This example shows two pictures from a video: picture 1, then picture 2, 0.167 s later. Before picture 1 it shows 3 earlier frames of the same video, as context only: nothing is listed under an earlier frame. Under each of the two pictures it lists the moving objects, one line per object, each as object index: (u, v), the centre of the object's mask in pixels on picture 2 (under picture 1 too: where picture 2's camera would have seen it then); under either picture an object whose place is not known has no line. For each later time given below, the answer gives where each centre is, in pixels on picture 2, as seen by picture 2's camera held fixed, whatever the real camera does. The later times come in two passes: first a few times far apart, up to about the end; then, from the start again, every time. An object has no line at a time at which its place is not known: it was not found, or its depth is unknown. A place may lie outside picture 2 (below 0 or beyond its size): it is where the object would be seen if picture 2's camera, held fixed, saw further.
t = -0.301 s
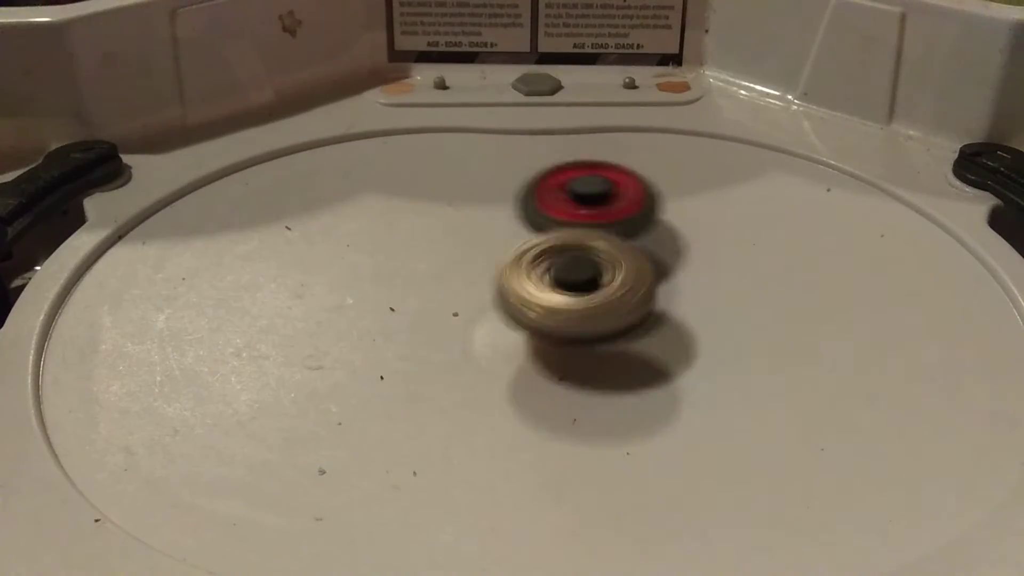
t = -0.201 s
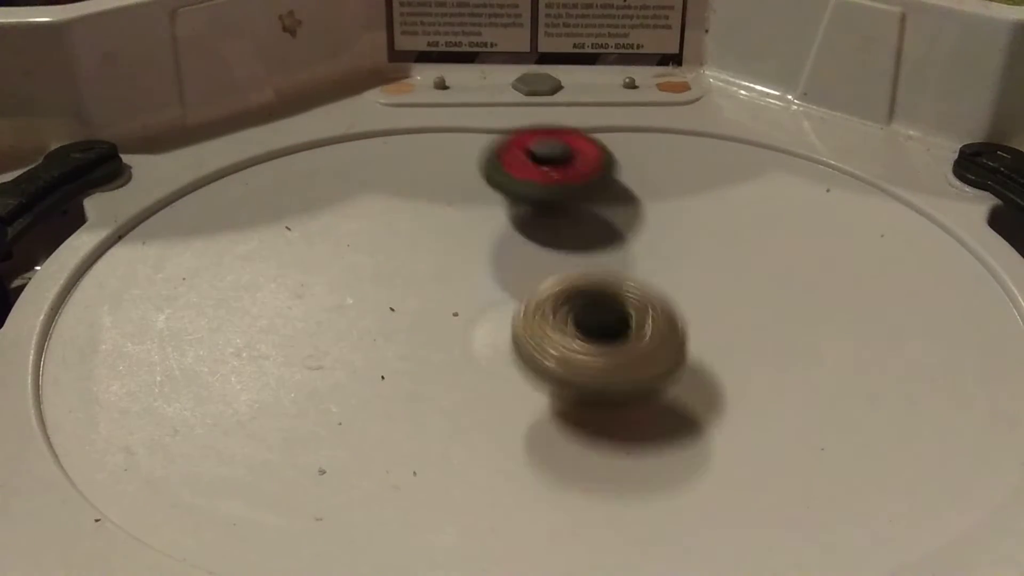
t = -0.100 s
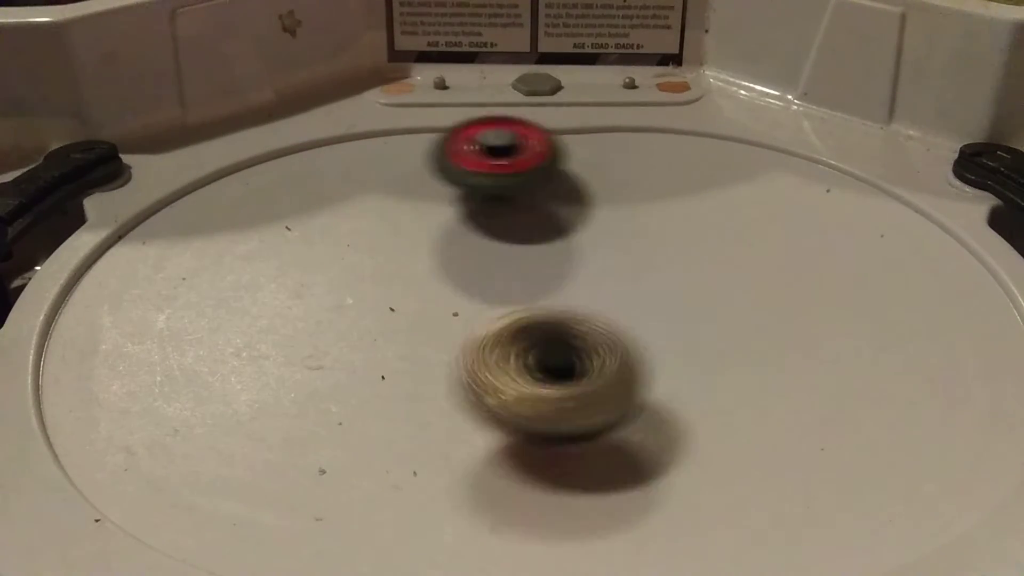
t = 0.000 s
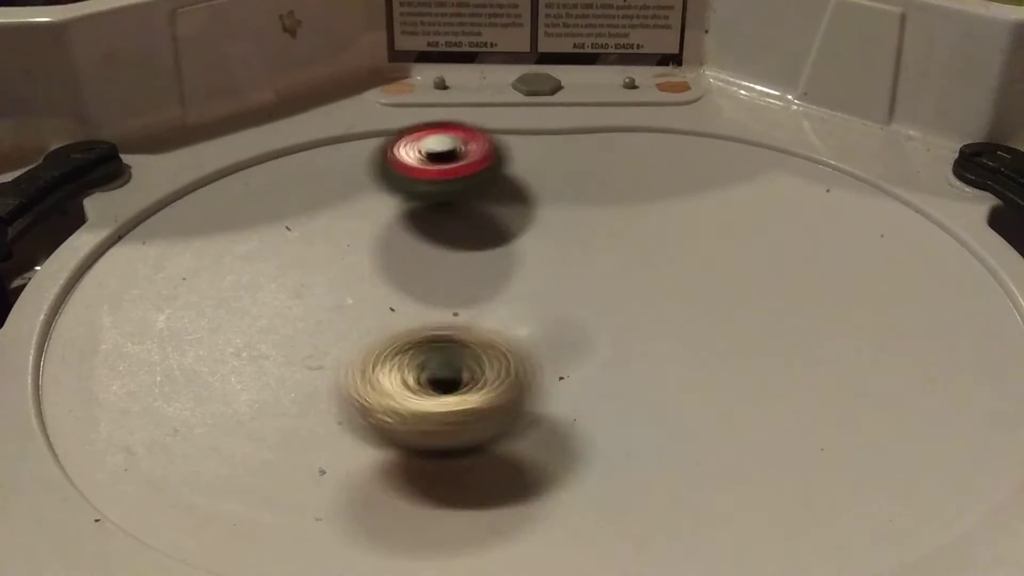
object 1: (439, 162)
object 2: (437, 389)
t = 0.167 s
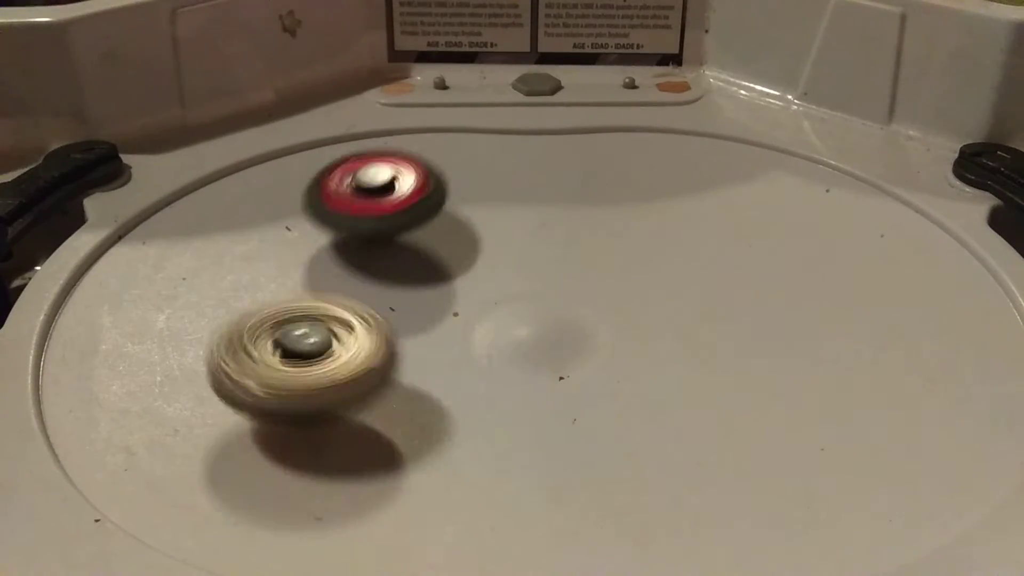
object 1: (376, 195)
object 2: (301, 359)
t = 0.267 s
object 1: (364, 226)
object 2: (299, 314)
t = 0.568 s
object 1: (465, 250)
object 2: (285, 341)
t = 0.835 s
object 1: (592, 262)
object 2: (478, 325)
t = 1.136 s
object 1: (746, 156)
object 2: (140, 469)
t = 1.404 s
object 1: (647, 174)
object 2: (227, 337)
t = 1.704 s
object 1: (700, 236)
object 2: (397, 314)
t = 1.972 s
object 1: (763, 256)
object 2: (432, 292)
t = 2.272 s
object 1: (720, 306)
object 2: (509, 317)
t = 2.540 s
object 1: (655, 350)
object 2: (375, 259)
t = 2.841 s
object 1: (582, 382)
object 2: (466, 203)
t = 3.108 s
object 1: (537, 374)
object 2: (618, 263)
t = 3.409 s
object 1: (450, 323)
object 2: (664, 361)
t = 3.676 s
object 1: (374, 283)
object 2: (525, 350)
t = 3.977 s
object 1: (349, 258)
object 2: (570, 304)
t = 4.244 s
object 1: (380, 250)
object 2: (601, 277)
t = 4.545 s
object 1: (461, 242)
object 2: (611, 263)
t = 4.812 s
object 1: (477, 224)
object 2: (704, 313)
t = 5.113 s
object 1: (525, 234)
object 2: (566, 333)
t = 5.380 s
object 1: (602, 240)
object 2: (381, 360)
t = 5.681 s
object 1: (702, 281)
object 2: (390, 278)
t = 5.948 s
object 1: (772, 304)
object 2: (570, 250)
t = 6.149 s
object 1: (810, 324)
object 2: (650, 245)
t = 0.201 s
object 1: (369, 205)
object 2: (294, 345)
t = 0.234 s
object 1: (363, 218)
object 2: (293, 328)
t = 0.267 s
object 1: (364, 226)
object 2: (299, 314)
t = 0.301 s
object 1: (377, 227)
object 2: (287, 324)
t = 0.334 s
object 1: (397, 222)
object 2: (270, 342)
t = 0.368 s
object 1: (417, 219)
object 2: (259, 354)
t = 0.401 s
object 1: (433, 220)
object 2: (257, 355)
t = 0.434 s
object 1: (443, 225)
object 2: (256, 353)
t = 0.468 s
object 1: (449, 231)
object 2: (257, 351)
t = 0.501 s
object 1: (452, 238)
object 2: (262, 348)
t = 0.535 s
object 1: (458, 244)
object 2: (272, 345)
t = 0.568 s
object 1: (465, 250)
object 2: (285, 341)
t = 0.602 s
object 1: (473, 256)
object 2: (303, 339)
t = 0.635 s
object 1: (482, 261)
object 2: (323, 336)
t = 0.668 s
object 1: (492, 266)
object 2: (346, 332)
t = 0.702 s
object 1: (504, 270)
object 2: (368, 329)
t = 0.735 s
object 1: (522, 269)
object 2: (395, 325)
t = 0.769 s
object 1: (543, 265)
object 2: (426, 324)
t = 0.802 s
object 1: (570, 264)
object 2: (452, 324)
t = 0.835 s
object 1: (592, 262)
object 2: (478, 325)
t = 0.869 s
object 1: (607, 262)
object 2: (501, 329)
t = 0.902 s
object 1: (649, 237)
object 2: (462, 372)
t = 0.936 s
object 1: (688, 214)
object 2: (413, 414)
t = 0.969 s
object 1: (720, 197)
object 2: (360, 446)
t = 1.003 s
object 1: (745, 182)
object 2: (308, 466)
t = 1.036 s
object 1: (759, 173)
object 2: (260, 475)
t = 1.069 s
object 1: (761, 165)
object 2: (213, 478)
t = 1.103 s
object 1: (755, 161)
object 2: (171, 476)
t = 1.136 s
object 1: (746, 156)
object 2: (140, 469)
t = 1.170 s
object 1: (735, 152)
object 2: (123, 453)
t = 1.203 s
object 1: (724, 150)
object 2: (113, 436)
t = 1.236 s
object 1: (711, 149)
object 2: (110, 418)
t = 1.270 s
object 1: (698, 151)
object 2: (118, 400)
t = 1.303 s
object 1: (685, 154)
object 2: (136, 382)
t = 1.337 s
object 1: (671, 161)
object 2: (160, 366)
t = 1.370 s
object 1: (658, 165)
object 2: (191, 350)
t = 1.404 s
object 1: (647, 174)
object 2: (227, 337)
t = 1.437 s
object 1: (637, 184)
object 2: (266, 325)
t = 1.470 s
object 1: (630, 194)
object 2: (305, 315)
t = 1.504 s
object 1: (625, 205)
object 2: (343, 307)
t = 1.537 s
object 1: (621, 216)
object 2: (378, 299)
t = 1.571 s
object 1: (618, 227)
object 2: (422, 291)
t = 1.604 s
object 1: (615, 238)
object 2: (459, 285)
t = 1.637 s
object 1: (624, 242)
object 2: (473, 277)
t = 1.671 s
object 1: (665, 235)
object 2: (439, 282)
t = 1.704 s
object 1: (700, 236)
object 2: (397, 314)
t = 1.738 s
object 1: (729, 230)
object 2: (374, 320)
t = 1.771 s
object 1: (754, 231)
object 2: (363, 328)
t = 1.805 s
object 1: (769, 234)
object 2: (363, 329)
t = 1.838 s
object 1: (775, 237)
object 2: (372, 325)
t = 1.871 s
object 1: (777, 241)
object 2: (385, 317)
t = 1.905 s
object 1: (774, 246)
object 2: (397, 307)
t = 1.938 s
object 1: (769, 251)
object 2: (413, 299)
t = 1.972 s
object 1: (763, 256)
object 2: (432, 292)
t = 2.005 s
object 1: (757, 262)
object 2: (452, 285)
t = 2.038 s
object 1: (750, 267)
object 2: (474, 280)
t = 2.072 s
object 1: (742, 272)
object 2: (492, 276)
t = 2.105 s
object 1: (735, 277)
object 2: (504, 276)
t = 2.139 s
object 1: (727, 283)
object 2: (511, 279)
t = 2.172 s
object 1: (718, 288)
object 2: (519, 286)
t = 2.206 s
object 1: (710, 295)
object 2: (532, 296)
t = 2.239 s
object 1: (708, 301)
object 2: (538, 305)
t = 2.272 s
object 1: (720, 306)
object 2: (509, 317)
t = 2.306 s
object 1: (726, 310)
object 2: (481, 322)
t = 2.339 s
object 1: (723, 318)
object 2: (454, 320)
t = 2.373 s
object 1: (713, 323)
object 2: (433, 313)
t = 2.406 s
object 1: (703, 328)
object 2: (413, 304)
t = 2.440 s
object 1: (692, 334)
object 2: (400, 293)
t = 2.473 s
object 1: (679, 339)
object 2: (389, 283)
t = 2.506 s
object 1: (667, 345)
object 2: (380, 271)
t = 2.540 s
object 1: (655, 350)
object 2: (375, 259)
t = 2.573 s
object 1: (645, 355)
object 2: (374, 248)
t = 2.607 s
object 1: (635, 360)
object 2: (376, 238)
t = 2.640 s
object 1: (626, 364)
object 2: (381, 228)
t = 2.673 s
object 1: (618, 368)
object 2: (388, 220)
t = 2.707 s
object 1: (609, 372)
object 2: (400, 212)
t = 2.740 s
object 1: (602, 375)
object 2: (412, 207)
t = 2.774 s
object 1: (594, 378)
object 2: (429, 203)
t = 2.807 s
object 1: (588, 380)
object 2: (448, 202)
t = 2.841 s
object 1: (582, 382)
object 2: (466, 203)
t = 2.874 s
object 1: (577, 383)
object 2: (487, 206)
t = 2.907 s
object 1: (572, 384)
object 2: (508, 212)
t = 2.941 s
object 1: (567, 384)
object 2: (528, 218)
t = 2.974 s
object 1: (562, 383)
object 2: (549, 226)
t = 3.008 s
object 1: (556, 382)
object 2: (569, 232)
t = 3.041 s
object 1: (551, 380)
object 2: (587, 241)
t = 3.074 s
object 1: (543, 377)
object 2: (605, 253)
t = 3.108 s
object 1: (537, 374)
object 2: (618, 263)
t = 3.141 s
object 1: (530, 370)
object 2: (629, 275)
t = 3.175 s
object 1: (522, 366)
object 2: (638, 288)
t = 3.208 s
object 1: (511, 362)
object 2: (650, 298)
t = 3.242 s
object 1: (501, 356)
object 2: (661, 309)
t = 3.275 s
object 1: (492, 350)
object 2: (669, 320)
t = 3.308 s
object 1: (482, 343)
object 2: (673, 331)
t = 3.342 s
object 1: (472, 336)
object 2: (675, 342)
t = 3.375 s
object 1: (461, 329)
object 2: (671, 353)
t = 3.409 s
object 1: (450, 323)
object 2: (664, 361)
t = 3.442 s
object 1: (439, 317)
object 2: (651, 368)
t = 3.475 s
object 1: (428, 311)
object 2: (636, 372)
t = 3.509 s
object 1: (417, 306)
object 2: (619, 373)
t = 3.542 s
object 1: (407, 300)
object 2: (600, 373)
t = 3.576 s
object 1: (398, 295)
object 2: (579, 370)
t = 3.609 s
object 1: (390, 291)
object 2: (558, 364)
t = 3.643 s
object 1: (382, 287)
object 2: (540, 357)
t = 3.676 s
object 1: (374, 283)
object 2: (525, 350)
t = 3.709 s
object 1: (368, 279)
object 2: (512, 341)
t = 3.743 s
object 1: (362, 276)
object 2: (505, 331)
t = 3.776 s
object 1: (356, 271)
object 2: (500, 321)
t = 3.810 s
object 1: (353, 268)
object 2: (500, 310)
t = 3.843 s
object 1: (351, 265)
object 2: (505, 301)
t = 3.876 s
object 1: (349, 263)
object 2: (513, 297)
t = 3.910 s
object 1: (348, 261)
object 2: (528, 298)
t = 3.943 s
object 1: (348, 259)
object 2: (545, 301)
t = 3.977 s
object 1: (349, 258)
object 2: (570, 304)
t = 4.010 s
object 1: (351, 256)
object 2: (594, 304)
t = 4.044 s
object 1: (353, 255)
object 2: (604, 301)
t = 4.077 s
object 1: (356, 254)
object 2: (605, 299)
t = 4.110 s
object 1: (360, 253)
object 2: (602, 297)
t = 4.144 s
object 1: (364, 252)
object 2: (600, 295)
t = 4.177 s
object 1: (369, 251)
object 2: (598, 289)
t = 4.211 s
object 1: (374, 251)
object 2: (599, 282)
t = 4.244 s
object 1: (380, 250)
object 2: (601, 277)
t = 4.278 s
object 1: (388, 249)
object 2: (604, 277)
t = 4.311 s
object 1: (396, 248)
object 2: (607, 276)
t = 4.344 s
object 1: (405, 247)
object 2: (609, 275)
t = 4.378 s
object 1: (414, 247)
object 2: (610, 272)
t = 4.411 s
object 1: (424, 246)
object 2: (611, 270)
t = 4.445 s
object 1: (433, 245)
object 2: (610, 268)
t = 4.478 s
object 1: (442, 244)
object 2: (610, 266)
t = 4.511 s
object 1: (452, 243)
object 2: (610, 264)
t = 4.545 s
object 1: (461, 242)
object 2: (611, 263)
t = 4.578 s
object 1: (456, 236)
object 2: (633, 265)
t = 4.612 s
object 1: (453, 231)
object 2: (654, 269)
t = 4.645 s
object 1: (457, 228)
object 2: (669, 275)
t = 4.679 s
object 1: (461, 227)
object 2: (681, 281)
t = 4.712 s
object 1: (465, 226)
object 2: (691, 288)
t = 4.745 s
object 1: (470, 225)
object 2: (699, 296)
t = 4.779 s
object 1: (474, 224)
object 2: (703, 305)
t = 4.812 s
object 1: (477, 224)
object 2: (704, 313)
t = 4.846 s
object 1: (481, 224)
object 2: (700, 322)
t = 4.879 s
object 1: (485, 224)
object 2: (694, 329)
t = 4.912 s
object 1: (490, 225)
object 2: (684, 336)
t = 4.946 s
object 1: (494, 226)
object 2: (670, 341)
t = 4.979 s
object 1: (499, 227)
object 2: (652, 344)
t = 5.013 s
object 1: (505, 228)
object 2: (631, 344)
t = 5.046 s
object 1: (511, 230)
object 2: (608, 343)
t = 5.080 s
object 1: (518, 233)
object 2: (587, 338)
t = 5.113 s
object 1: (525, 234)
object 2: (566, 333)
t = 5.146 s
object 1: (533, 234)
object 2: (548, 326)
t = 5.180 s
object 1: (546, 231)
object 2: (531, 324)
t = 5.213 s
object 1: (555, 229)
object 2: (503, 347)
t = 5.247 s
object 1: (564, 224)
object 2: (474, 360)
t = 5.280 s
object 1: (573, 225)
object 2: (447, 363)
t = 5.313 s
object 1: (584, 230)
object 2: (424, 365)
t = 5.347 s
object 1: (593, 235)
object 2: (402, 364)
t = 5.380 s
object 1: (602, 240)
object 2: (381, 360)
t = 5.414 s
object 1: (611, 245)
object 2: (362, 353)
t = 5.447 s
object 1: (621, 251)
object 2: (351, 345)
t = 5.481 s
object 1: (632, 256)
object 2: (343, 337)
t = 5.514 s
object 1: (643, 261)
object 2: (341, 325)
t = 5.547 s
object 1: (654, 266)
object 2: (343, 316)
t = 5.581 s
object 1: (667, 270)
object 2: (349, 306)
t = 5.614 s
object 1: (679, 274)
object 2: (360, 296)
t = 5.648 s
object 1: (691, 278)
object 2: (373, 287)
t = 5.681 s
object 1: (702, 281)
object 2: (390, 278)
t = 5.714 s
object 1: (713, 285)
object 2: (407, 271)
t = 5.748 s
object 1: (723, 288)
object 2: (428, 264)
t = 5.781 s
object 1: (733, 291)
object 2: (449, 259)
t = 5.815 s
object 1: (743, 294)
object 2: (471, 255)
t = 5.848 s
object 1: (752, 296)
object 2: (494, 252)
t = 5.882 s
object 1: (760, 299)
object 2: (520, 251)
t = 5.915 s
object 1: (767, 301)
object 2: (545, 250)
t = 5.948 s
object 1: (772, 304)
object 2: (570, 250)
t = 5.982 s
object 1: (775, 306)
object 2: (595, 251)
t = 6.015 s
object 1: (778, 308)
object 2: (621, 254)
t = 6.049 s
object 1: (787, 312)
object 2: (636, 253)
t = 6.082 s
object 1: (793, 316)
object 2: (642, 252)
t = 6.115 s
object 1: (795, 318)
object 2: (654, 252)
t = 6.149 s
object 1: (810, 324)
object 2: (650, 245)
